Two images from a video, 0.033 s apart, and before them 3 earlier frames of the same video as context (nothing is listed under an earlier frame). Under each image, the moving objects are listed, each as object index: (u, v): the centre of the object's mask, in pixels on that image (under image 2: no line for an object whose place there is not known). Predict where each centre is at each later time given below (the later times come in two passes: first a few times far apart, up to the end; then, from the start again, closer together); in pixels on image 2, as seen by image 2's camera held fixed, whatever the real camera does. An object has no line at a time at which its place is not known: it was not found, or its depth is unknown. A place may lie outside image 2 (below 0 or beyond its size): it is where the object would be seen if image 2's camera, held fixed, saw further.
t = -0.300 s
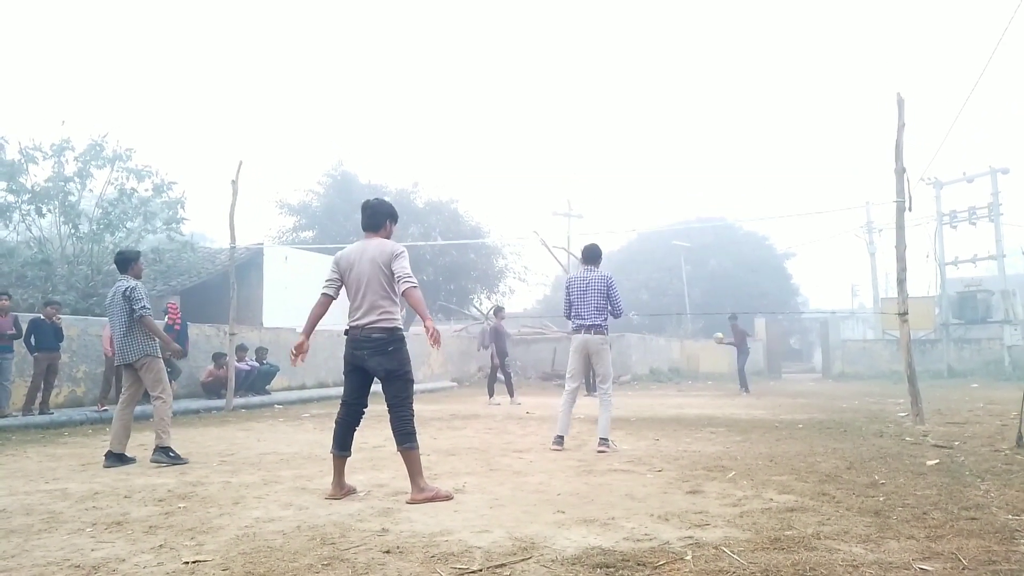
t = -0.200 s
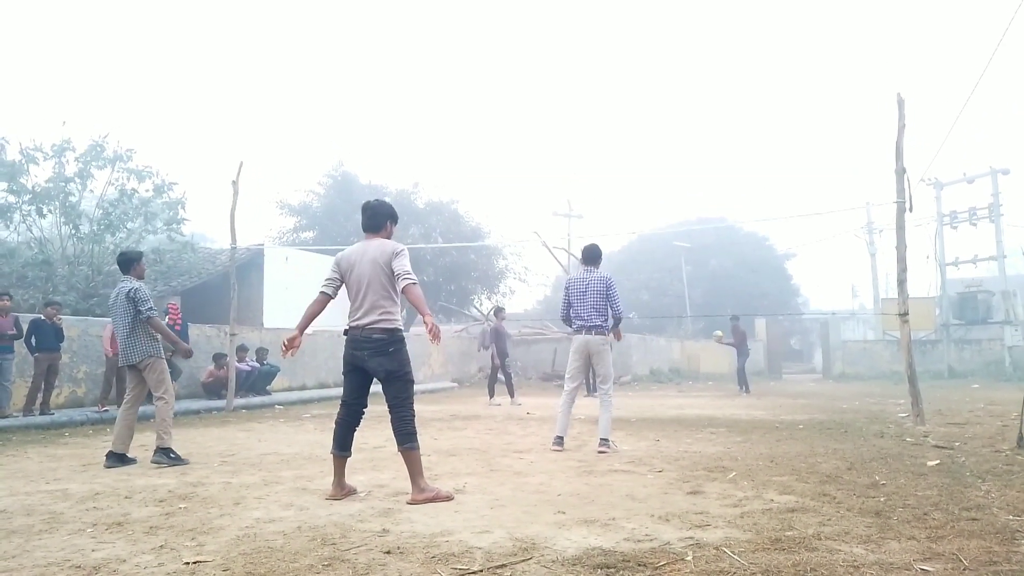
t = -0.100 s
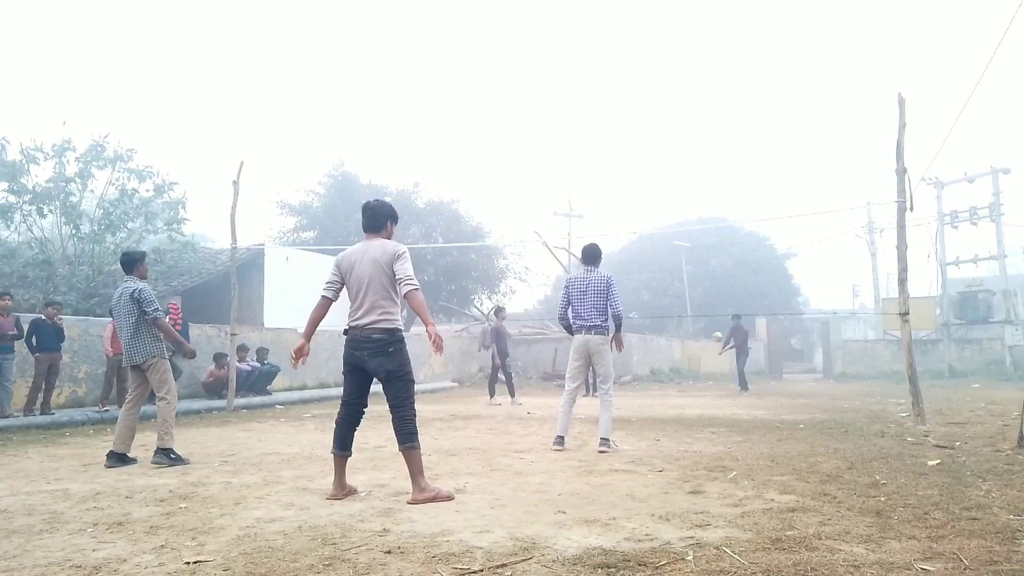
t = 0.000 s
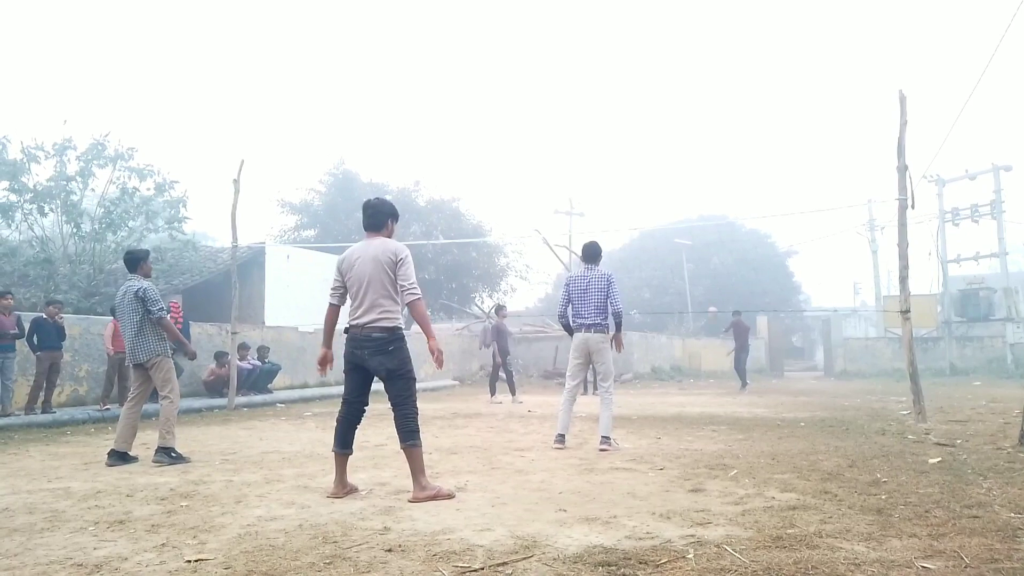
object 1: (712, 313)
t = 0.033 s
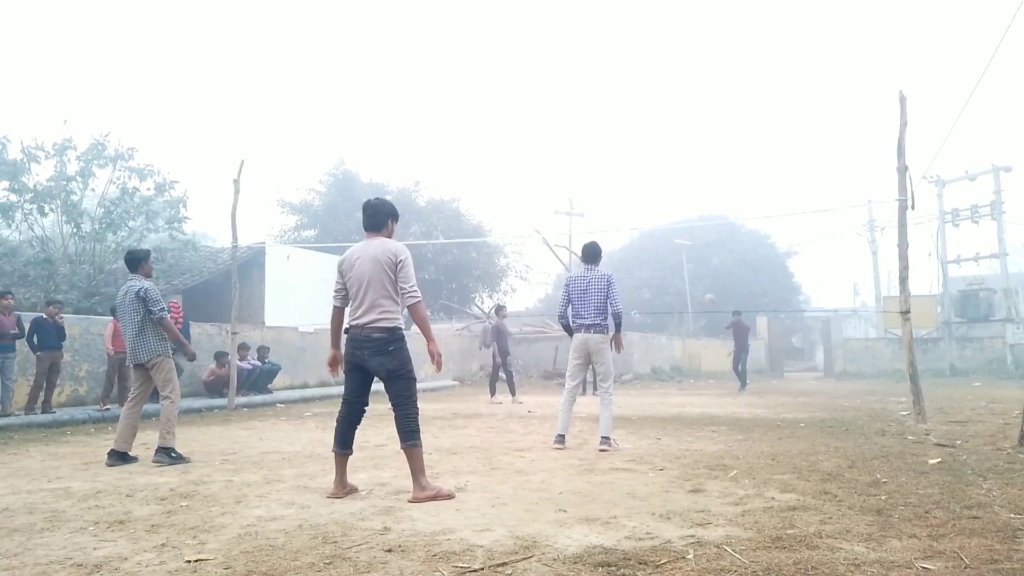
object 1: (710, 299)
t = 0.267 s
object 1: (689, 213)
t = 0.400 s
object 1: (677, 168)
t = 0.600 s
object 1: (661, 111)
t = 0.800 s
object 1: (643, 70)
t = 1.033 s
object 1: (617, 53)
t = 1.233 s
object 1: (587, 82)
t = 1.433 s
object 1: (546, 175)
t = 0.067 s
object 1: (705, 287)
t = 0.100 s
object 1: (704, 274)
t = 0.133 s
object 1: (701, 261)
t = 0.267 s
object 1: (689, 213)
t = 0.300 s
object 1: (686, 201)
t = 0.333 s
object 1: (683, 189)
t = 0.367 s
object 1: (680, 178)
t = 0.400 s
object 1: (677, 168)
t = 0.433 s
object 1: (674, 158)
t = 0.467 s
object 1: (671, 148)
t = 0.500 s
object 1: (669, 138)
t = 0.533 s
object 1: (666, 129)
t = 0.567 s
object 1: (663, 120)
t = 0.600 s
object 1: (661, 111)
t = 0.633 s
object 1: (658, 103)
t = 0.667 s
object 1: (655, 95)
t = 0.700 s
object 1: (652, 88)
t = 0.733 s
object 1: (649, 82)
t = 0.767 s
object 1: (647, 76)
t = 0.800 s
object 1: (643, 70)
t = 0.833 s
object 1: (640, 65)
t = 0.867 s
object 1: (636, 61)
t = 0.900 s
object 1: (633, 58)
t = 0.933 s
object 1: (629, 56)
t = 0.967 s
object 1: (625, 55)
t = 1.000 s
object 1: (621, 53)
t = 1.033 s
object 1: (617, 53)
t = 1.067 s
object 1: (613, 55)
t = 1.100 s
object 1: (608, 57)
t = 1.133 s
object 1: (603, 61)
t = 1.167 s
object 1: (598, 67)
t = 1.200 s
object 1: (592, 73)
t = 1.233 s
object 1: (587, 82)
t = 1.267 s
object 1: (581, 92)
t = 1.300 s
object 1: (575, 104)
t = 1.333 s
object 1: (569, 118)
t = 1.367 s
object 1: (561, 134)
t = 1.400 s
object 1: (554, 153)
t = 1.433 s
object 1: (546, 175)
